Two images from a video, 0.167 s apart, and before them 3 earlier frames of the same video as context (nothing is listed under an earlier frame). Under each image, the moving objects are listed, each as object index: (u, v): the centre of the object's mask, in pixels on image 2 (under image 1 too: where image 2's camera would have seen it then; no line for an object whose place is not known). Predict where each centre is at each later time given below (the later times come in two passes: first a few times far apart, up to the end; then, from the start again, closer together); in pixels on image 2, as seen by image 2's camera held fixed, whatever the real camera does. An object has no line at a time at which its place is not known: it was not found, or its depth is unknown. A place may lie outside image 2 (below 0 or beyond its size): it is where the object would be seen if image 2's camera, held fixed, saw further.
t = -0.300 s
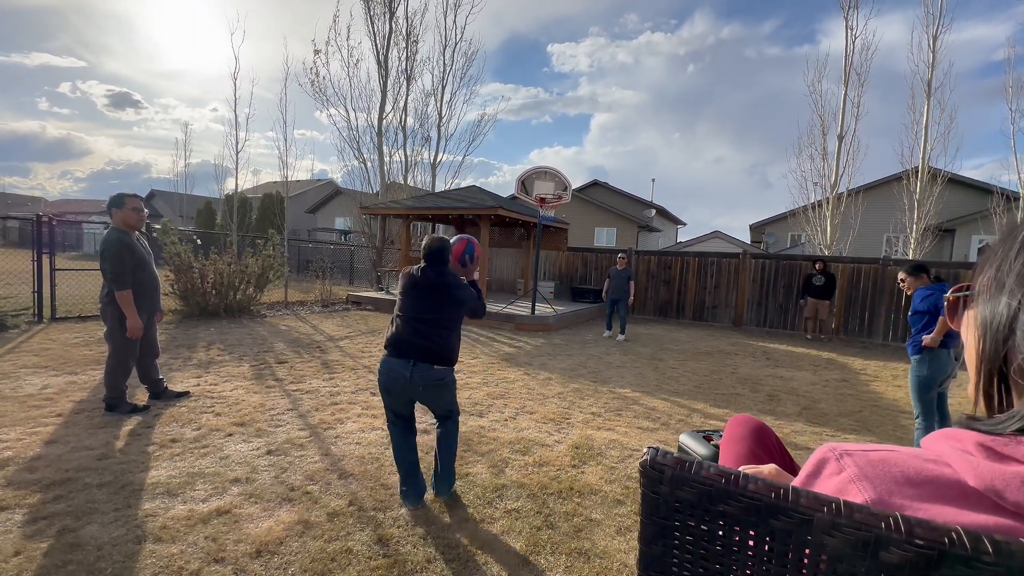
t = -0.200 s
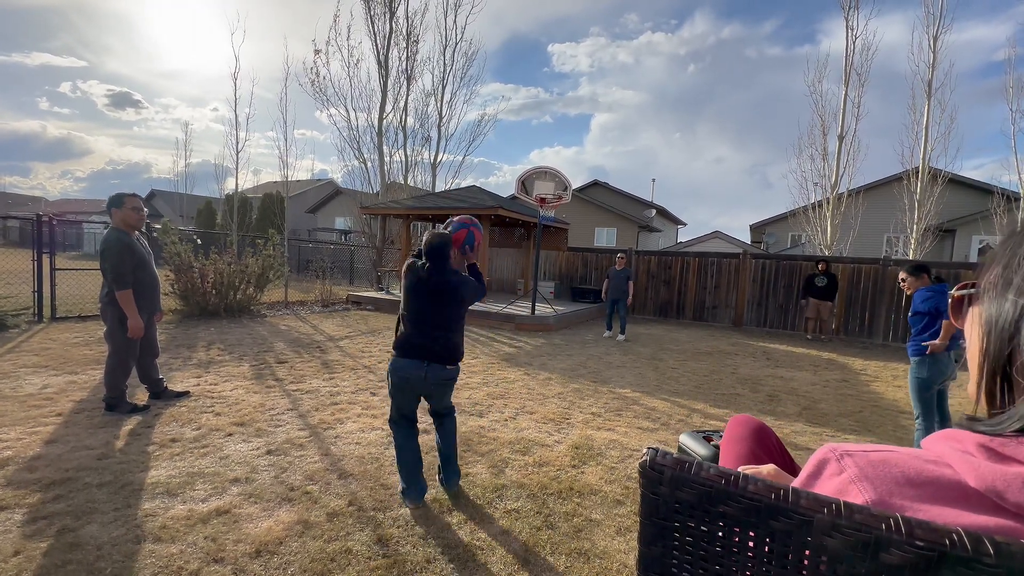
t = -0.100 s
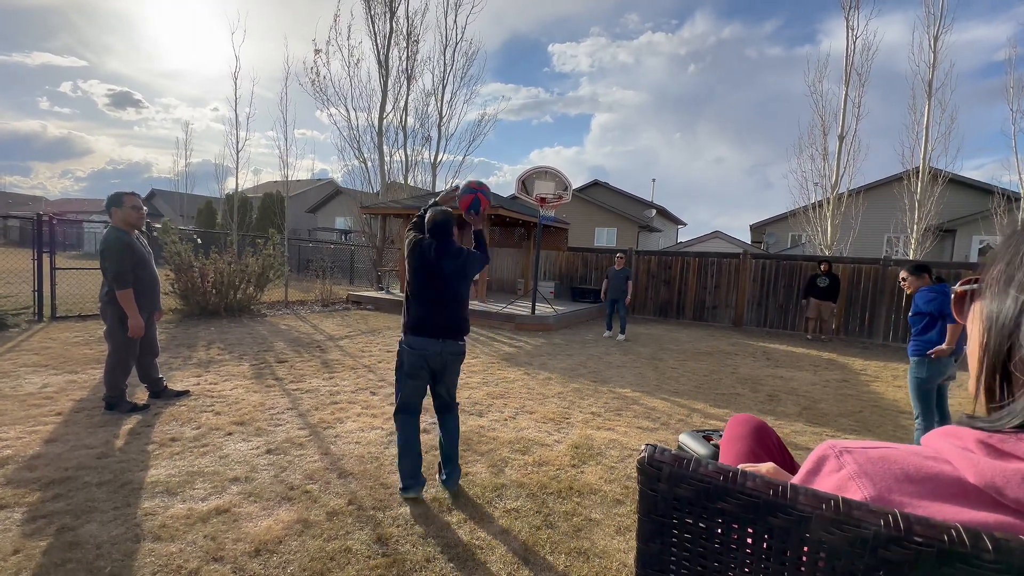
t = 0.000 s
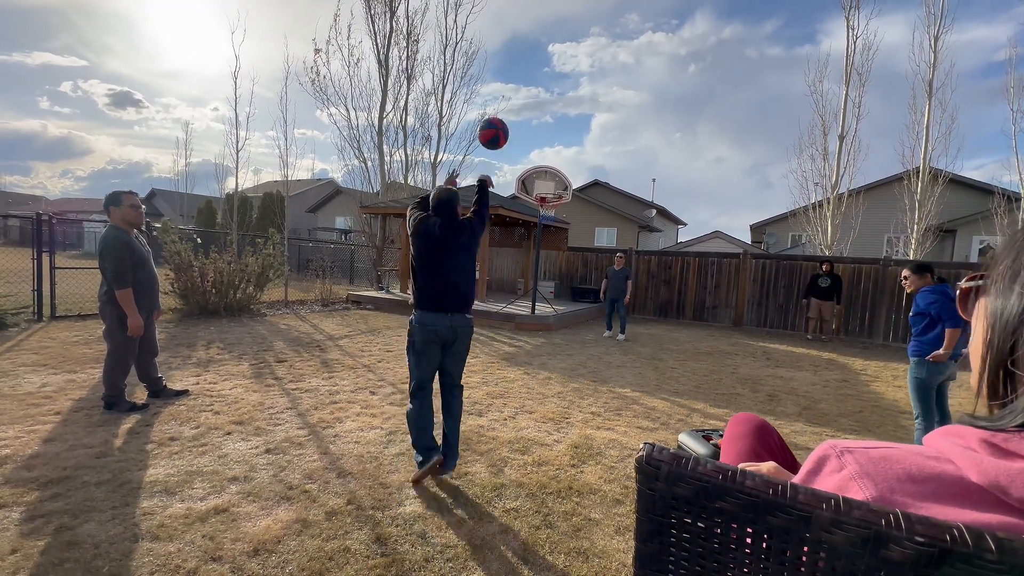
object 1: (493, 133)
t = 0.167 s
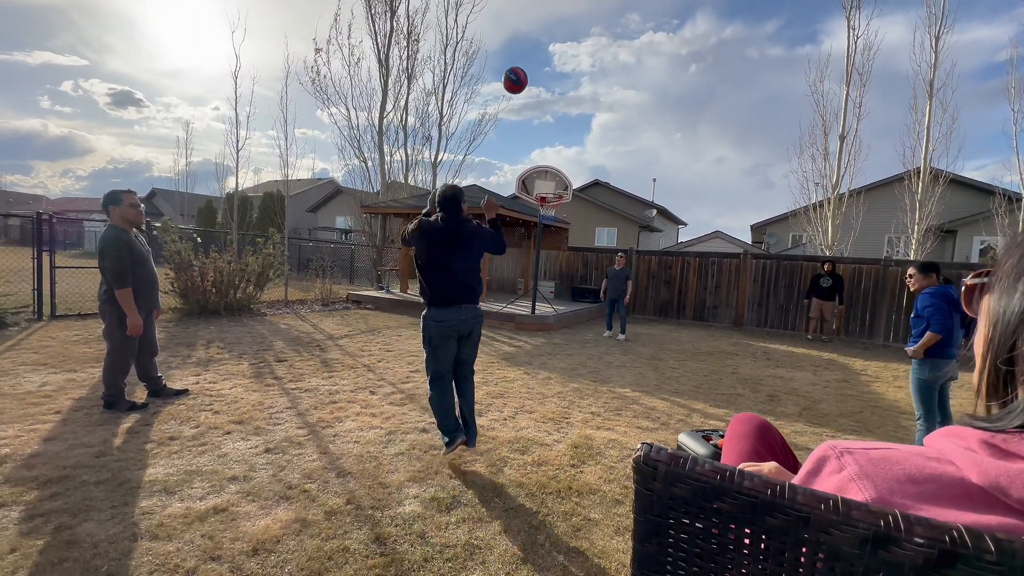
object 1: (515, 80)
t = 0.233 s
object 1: (521, 73)
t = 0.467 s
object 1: (533, 83)
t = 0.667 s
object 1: (537, 118)
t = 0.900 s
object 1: (538, 178)
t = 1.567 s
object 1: (580, 199)
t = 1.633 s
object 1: (584, 214)
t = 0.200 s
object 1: (518, 76)
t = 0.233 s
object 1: (521, 73)
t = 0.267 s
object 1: (523, 71)
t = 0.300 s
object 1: (525, 71)
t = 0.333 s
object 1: (527, 72)
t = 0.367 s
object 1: (529, 73)
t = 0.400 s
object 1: (530, 76)
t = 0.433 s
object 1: (532, 79)
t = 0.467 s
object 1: (533, 83)
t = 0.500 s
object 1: (534, 87)
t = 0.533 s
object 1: (535, 92)
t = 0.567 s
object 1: (535, 98)
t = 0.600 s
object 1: (536, 104)
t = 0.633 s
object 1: (537, 111)
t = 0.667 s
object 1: (537, 118)
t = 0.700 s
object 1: (537, 126)
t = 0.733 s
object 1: (538, 134)
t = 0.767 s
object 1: (538, 142)
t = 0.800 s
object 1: (538, 150)
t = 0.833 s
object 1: (538, 159)
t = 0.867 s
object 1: (538, 168)
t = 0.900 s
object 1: (538, 178)
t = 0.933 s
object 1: (538, 187)
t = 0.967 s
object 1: (539, 186)
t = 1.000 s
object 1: (540, 183)
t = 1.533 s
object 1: (577, 193)
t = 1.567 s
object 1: (580, 199)
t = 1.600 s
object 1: (582, 206)
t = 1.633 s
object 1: (584, 214)
